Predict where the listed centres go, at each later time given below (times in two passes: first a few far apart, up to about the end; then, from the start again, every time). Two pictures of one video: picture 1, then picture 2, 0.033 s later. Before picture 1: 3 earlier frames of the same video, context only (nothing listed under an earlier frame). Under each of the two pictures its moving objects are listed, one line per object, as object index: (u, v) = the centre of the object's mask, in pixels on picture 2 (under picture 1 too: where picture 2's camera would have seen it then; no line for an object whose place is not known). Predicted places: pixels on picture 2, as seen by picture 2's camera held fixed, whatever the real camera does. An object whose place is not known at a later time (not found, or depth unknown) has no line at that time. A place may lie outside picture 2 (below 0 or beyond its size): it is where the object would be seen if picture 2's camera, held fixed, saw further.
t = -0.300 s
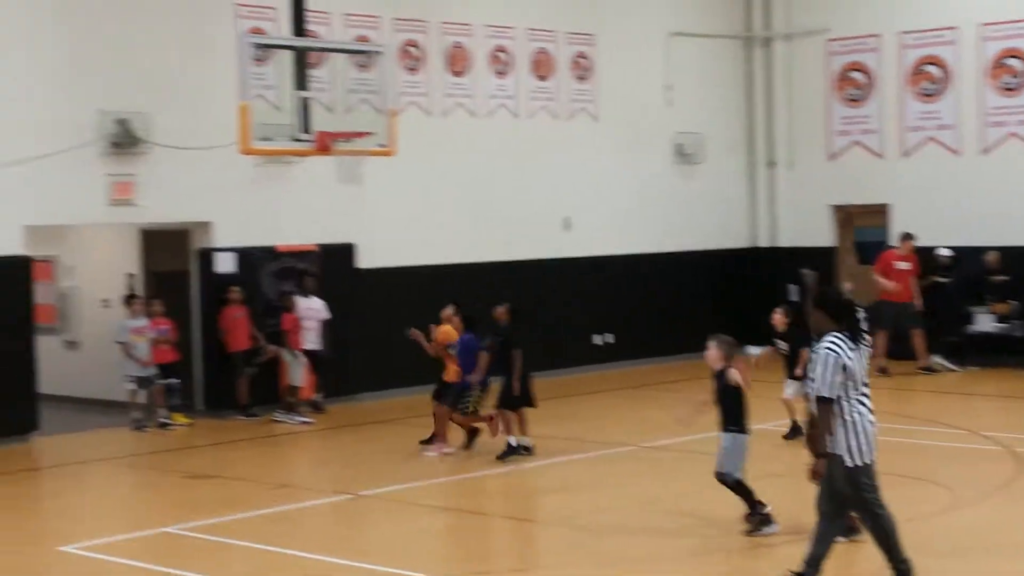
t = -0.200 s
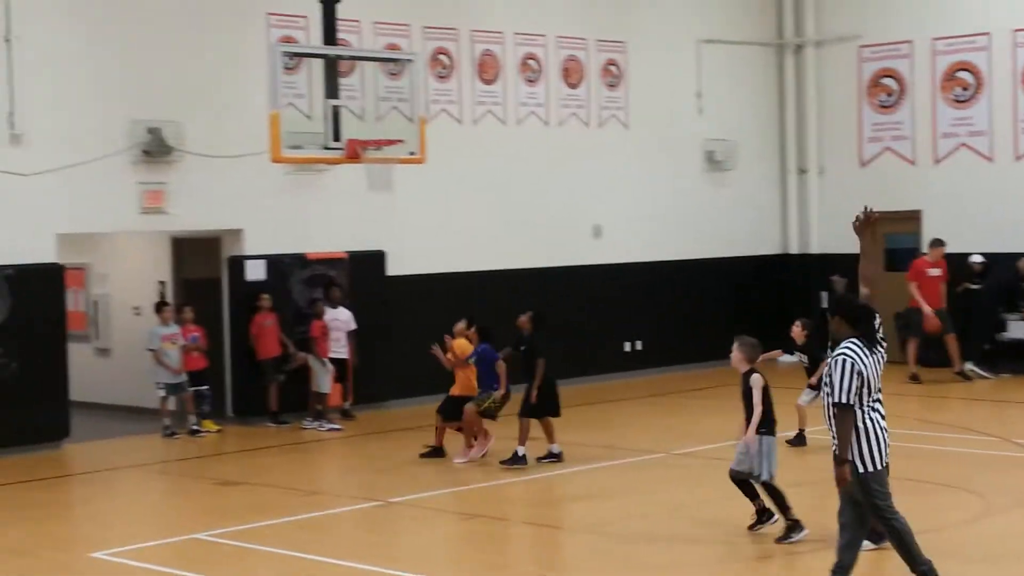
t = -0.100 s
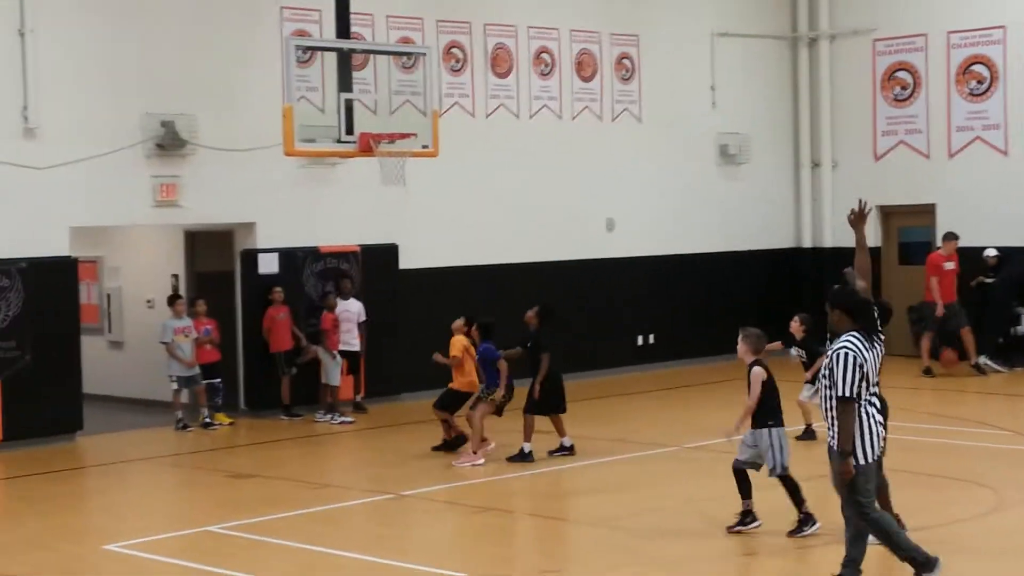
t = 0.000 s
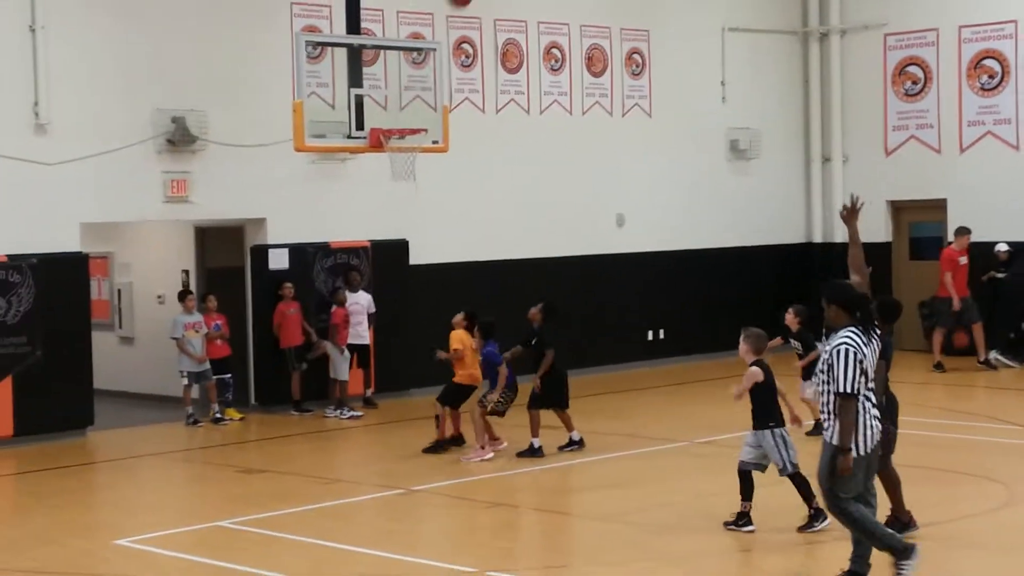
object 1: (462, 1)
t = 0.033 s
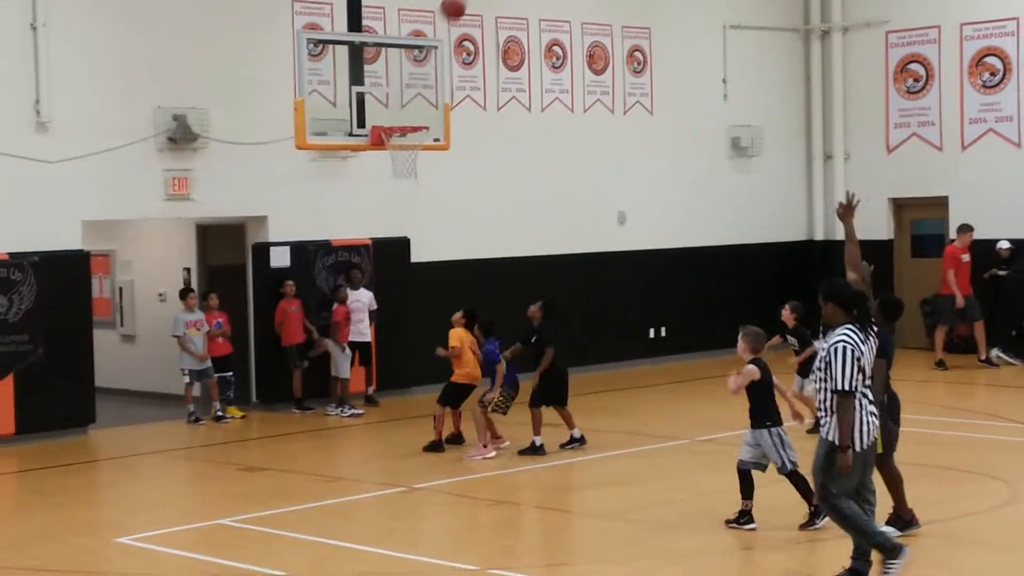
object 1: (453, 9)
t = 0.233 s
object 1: (407, 116)
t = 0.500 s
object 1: (384, 226)
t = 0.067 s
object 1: (445, 23)
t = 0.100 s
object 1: (437, 40)
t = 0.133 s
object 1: (429, 57)
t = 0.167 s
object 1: (422, 77)
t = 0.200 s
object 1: (415, 96)
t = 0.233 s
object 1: (407, 116)
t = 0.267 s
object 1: (399, 137)
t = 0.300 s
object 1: (397, 152)
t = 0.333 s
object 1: (395, 162)
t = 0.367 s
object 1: (392, 173)
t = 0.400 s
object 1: (390, 184)
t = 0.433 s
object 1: (388, 196)
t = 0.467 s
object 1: (386, 211)
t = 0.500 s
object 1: (384, 226)
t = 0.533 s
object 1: (381, 245)
